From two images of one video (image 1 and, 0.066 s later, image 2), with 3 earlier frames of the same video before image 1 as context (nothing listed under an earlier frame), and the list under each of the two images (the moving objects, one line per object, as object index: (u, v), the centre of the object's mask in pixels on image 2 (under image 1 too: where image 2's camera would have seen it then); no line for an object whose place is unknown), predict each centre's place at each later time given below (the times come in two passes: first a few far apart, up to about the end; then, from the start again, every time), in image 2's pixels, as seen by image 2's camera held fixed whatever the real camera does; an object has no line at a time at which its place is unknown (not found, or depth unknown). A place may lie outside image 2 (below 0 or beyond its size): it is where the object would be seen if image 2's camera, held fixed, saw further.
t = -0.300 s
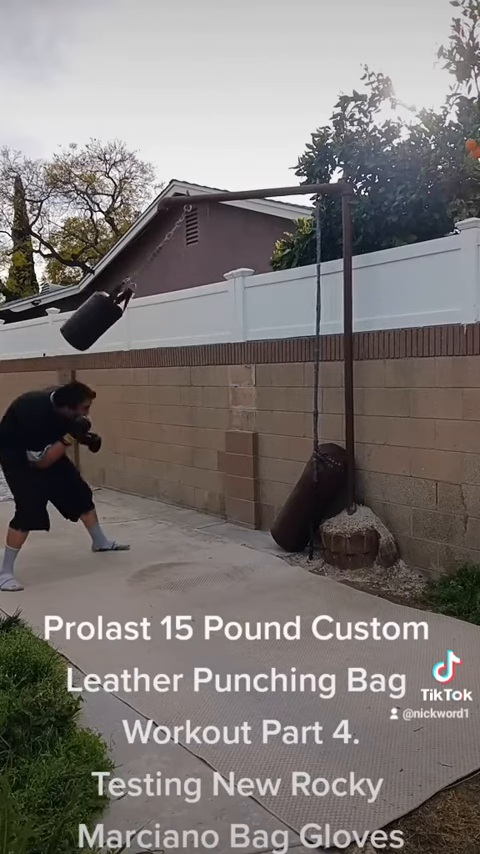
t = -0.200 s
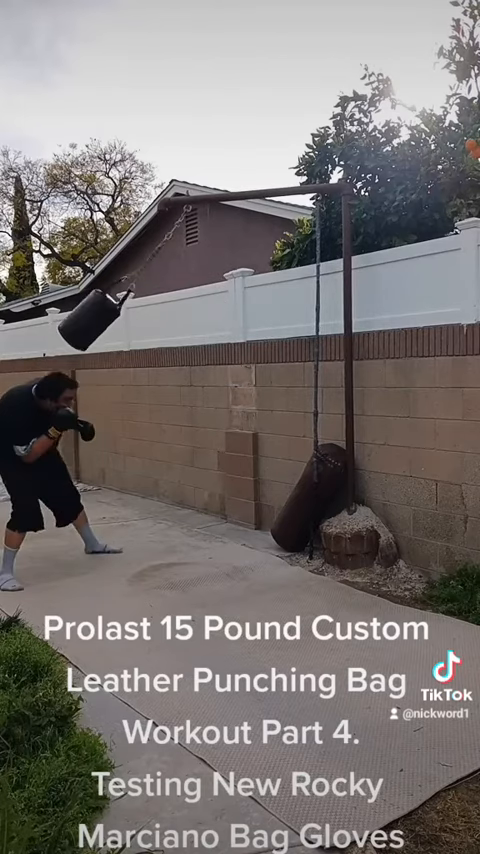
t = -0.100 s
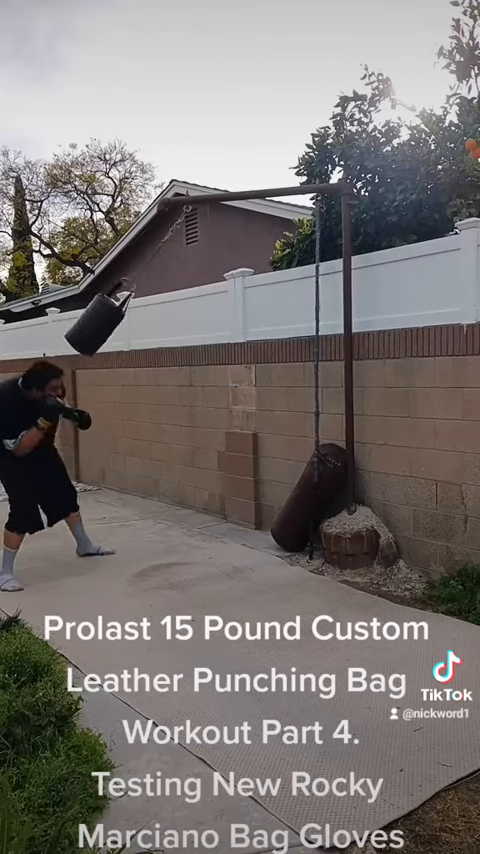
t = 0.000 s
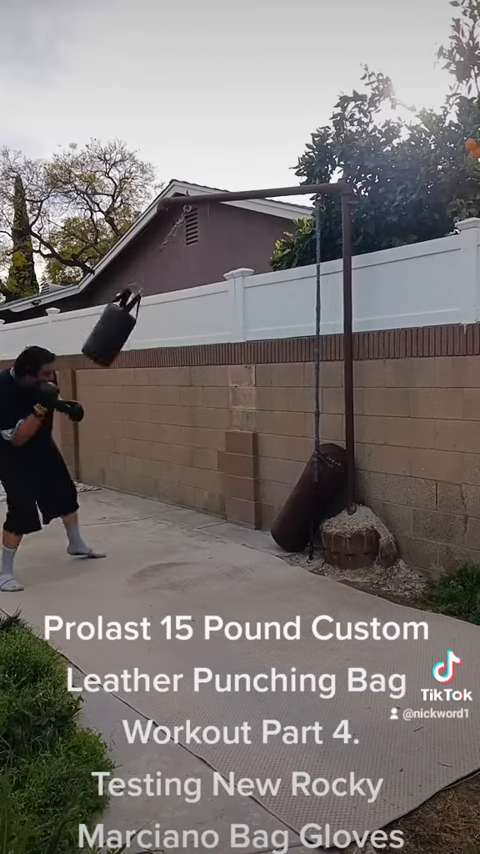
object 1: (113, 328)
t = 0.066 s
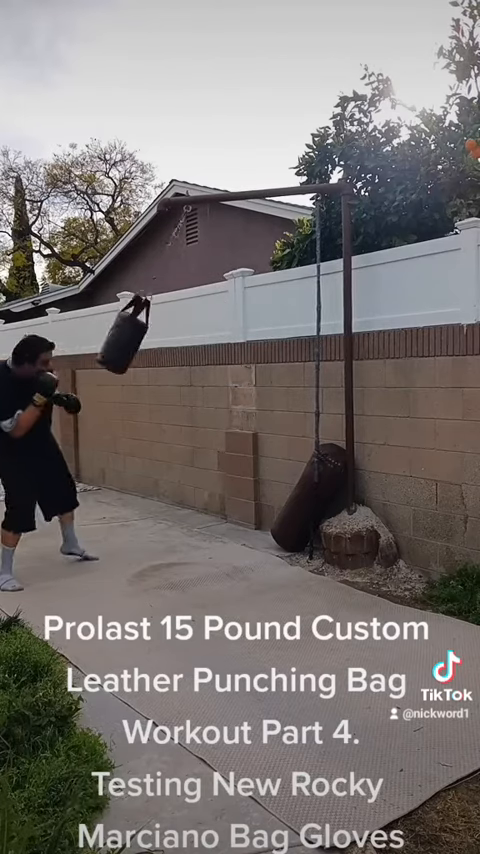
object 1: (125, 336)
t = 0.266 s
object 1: (177, 352)
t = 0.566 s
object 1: (256, 335)
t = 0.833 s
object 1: (283, 316)
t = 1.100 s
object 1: (263, 331)
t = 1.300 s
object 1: (218, 349)
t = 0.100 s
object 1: (133, 340)
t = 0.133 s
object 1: (141, 343)
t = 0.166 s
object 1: (150, 346)
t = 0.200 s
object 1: (159, 349)
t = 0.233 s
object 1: (168, 351)
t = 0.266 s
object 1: (177, 352)
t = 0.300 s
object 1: (187, 353)
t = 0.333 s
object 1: (197, 353)
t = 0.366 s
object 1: (207, 352)
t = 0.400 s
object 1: (216, 350)
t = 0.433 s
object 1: (226, 348)
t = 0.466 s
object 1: (234, 345)
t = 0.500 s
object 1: (242, 341)
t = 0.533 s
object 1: (249, 338)
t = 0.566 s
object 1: (256, 335)
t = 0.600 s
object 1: (262, 331)
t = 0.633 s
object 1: (266, 327)
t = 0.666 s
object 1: (271, 325)
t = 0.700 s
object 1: (275, 322)
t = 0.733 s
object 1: (278, 320)
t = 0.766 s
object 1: (280, 318)
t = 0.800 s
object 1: (282, 316)
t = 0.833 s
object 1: (283, 316)
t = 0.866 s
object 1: (283, 316)
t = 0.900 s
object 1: (282, 316)
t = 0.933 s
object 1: (281, 317)
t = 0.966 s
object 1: (279, 319)
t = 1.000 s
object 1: (276, 322)
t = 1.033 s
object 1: (273, 324)
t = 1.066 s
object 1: (268, 327)
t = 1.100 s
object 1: (263, 331)
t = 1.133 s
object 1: (258, 335)
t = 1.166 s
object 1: (251, 338)
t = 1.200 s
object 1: (244, 341)
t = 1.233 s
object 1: (236, 344)
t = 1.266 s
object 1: (227, 347)
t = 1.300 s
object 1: (218, 349)
